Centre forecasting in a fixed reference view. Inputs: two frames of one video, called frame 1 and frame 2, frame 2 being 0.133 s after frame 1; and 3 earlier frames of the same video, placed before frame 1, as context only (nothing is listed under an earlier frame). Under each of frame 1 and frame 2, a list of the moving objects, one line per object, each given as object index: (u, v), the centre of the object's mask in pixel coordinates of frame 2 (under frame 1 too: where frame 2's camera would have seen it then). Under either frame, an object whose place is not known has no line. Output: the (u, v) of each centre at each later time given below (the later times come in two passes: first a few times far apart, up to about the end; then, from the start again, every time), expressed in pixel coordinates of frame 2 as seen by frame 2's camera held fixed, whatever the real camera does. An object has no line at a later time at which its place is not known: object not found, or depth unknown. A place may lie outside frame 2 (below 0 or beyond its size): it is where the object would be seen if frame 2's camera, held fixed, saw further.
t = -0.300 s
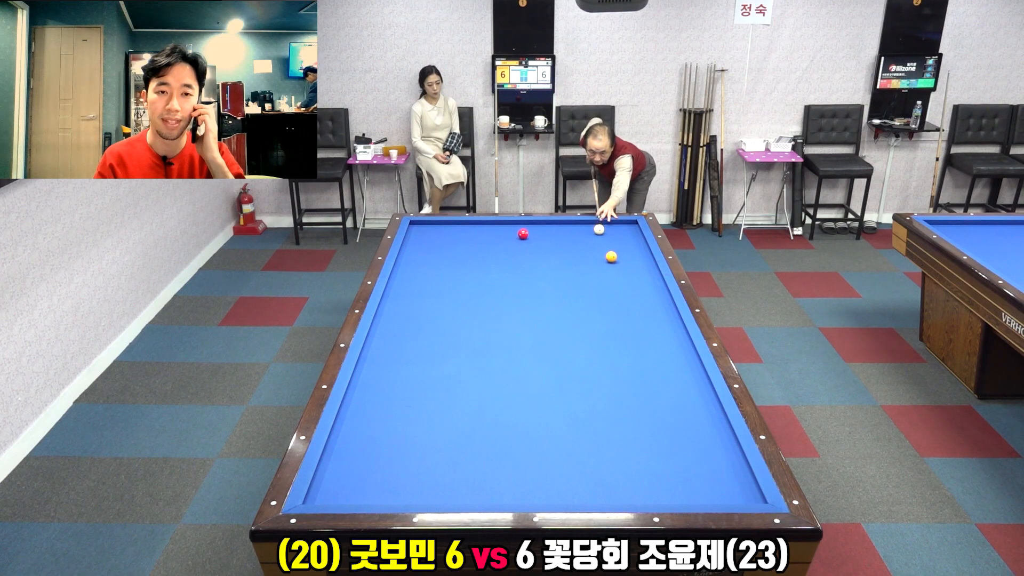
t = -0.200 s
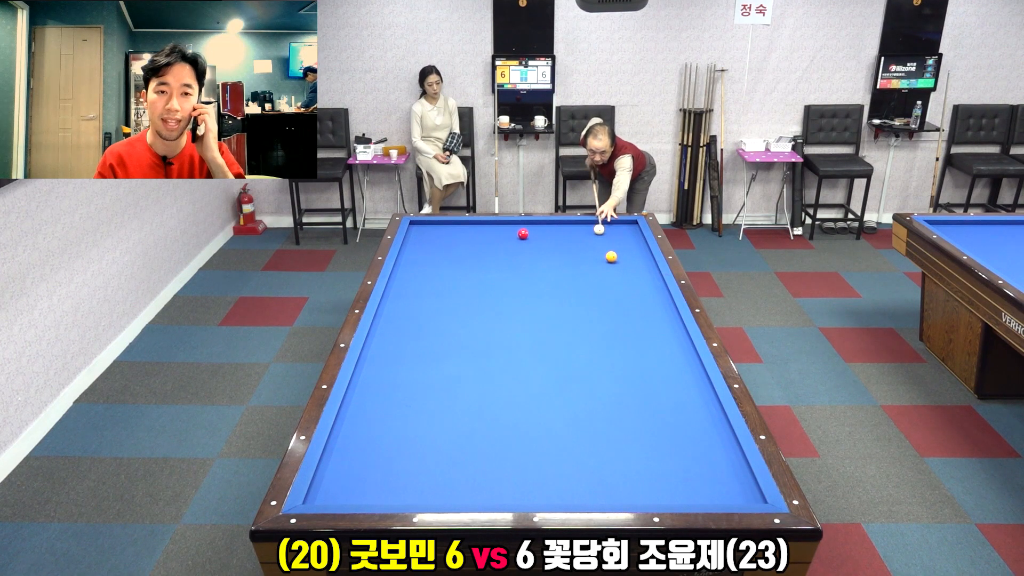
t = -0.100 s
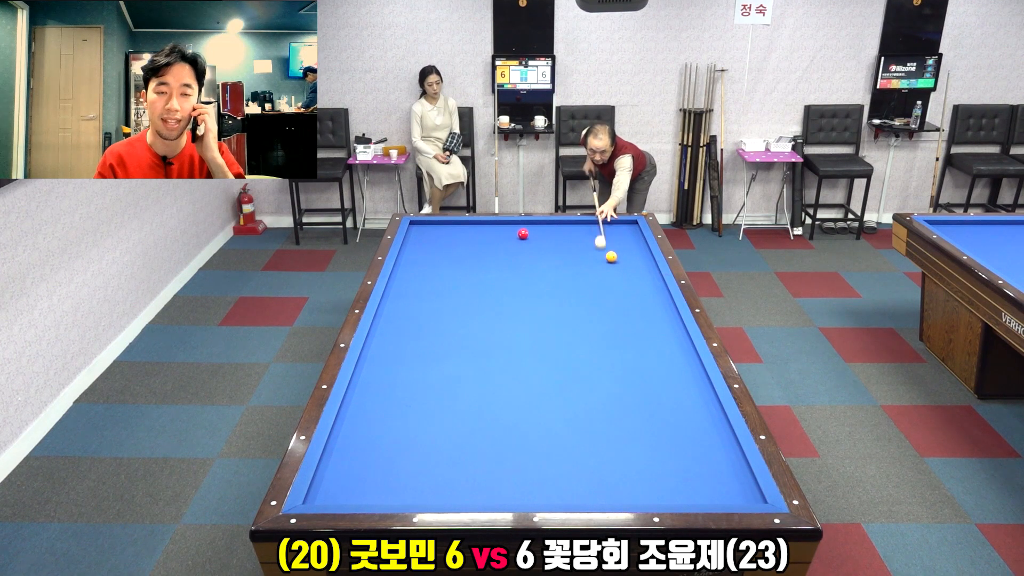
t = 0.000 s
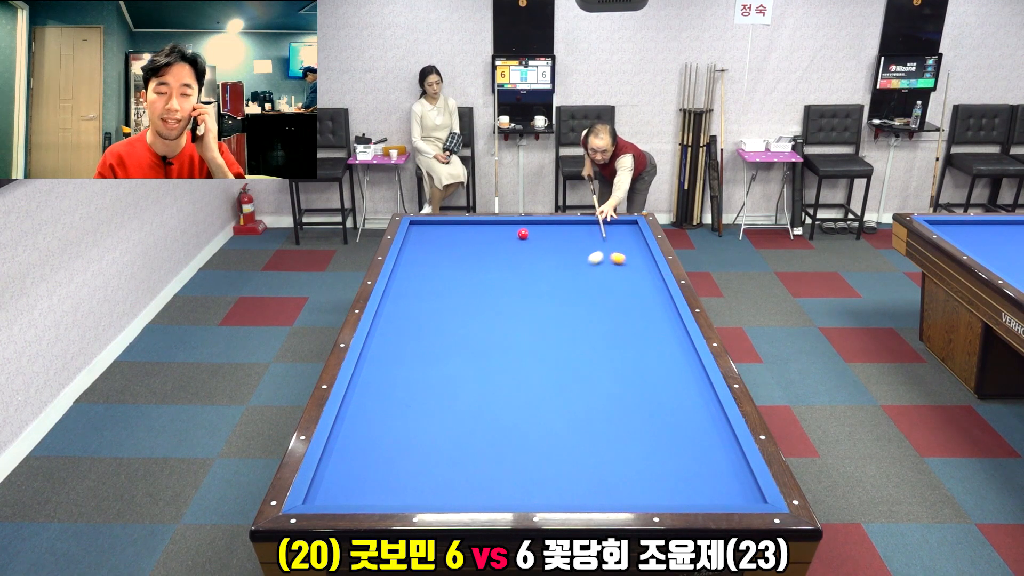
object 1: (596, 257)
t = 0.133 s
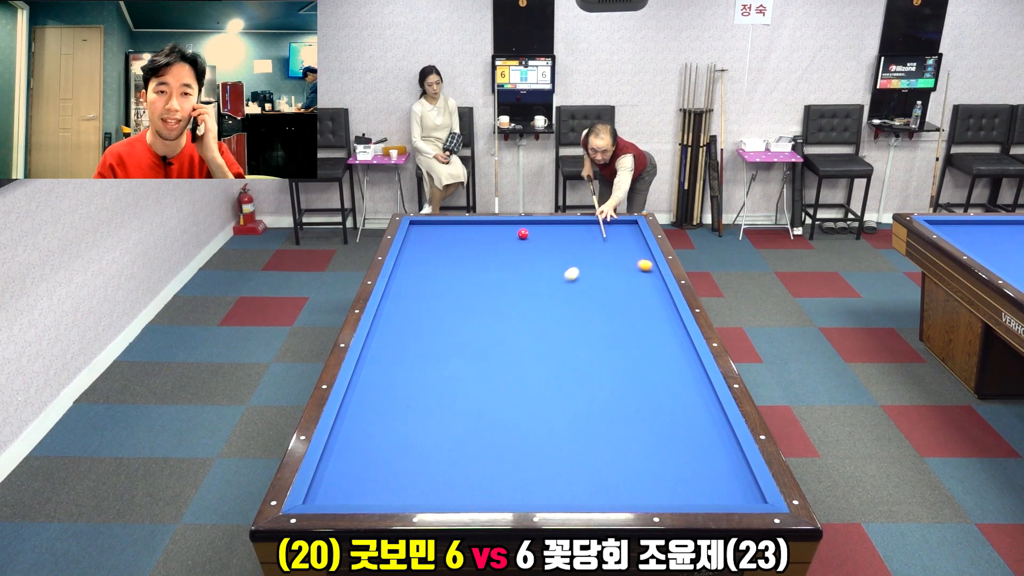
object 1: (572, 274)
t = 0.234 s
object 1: (555, 288)
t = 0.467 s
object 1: (511, 324)
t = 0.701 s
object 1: (456, 368)
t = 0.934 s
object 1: (388, 425)
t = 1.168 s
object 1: (326, 495)
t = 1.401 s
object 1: (408, 449)
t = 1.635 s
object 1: (468, 413)
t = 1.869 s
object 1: (519, 383)
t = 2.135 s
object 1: (570, 354)
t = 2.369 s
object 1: (609, 332)
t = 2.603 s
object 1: (643, 312)
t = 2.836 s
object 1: (659, 294)
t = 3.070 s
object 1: (632, 280)
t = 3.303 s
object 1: (609, 267)
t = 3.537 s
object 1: (587, 255)
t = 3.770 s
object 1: (567, 244)
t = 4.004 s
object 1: (549, 234)
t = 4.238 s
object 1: (532, 224)
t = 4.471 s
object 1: (514, 226)
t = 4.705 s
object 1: (496, 231)
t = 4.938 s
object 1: (478, 236)
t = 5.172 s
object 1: (459, 242)
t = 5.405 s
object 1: (440, 247)
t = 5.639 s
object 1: (420, 253)
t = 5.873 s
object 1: (402, 259)
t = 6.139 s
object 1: (412, 265)
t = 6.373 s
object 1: (421, 270)
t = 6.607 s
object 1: (430, 275)
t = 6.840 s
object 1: (439, 281)
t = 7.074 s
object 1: (448, 286)
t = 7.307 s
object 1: (458, 292)
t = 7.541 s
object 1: (467, 297)
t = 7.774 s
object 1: (476, 303)
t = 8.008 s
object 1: (486, 308)
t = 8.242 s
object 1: (495, 314)
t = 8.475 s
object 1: (504, 319)
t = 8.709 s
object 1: (514, 325)
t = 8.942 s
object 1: (523, 331)
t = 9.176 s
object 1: (532, 336)
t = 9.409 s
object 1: (542, 342)
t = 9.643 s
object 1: (551, 347)
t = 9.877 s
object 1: (560, 353)
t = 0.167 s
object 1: (566, 278)
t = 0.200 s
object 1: (561, 283)
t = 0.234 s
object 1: (555, 288)
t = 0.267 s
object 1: (549, 292)
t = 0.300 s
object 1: (543, 297)
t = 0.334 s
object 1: (537, 302)
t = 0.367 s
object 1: (531, 308)
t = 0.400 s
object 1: (524, 313)
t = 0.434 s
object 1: (518, 318)
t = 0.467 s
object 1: (511, 324)
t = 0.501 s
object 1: (504, 330)
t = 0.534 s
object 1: (496, 336)
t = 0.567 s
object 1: (489, 342)
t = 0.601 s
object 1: (481, 348)
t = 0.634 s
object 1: (473, 355)
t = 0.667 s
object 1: (465, 362)
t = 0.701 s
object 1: (456, 368)
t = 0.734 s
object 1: (447, 376)
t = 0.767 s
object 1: (438, 383)
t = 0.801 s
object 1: (429, 391)
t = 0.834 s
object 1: (419, 399)
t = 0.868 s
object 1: (409, 407)
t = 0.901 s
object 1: (399, 416)
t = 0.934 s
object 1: (388, 425)
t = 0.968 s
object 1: (376, 434)
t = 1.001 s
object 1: (364, 444)
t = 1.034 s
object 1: (352, 454)
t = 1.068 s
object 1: (339, 464)
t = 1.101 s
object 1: (326, 475)
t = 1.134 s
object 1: (322, 486)
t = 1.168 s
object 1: (326, 495)
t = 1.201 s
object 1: (339, 492)
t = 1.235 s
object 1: (352, 484)
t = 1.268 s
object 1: (365, 476)
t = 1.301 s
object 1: (377, 467)
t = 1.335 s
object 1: (388, 460)
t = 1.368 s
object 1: (399, 454)
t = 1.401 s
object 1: (408, 449)
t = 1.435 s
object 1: (418, 443)
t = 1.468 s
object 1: (427, 437)
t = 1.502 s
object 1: (436, 432)
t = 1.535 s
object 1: (444, 428)
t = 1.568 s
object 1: (452, 423)
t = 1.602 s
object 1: (460, 418)
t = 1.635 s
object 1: (468, 413)
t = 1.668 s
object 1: (476, 409)
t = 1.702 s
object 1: (483, 404)
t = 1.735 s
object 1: (491, 400)
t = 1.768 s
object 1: (498, 396)
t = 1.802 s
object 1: (505, 391)
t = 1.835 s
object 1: (512, 387)
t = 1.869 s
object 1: (519, 383)
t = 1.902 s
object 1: (526, 379)
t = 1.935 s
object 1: (533, 376)
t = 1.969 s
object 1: (539, 372)
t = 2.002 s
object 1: (546, 368)
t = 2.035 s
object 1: (552, 365)
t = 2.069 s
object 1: (558, 361)
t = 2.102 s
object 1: (564, 357)
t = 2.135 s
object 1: (570, 354)
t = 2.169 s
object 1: (576, 351)
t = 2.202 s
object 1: (582, 347)
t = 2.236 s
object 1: (587, 344)
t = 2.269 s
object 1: (593, 341)
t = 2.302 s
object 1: (598, 338)
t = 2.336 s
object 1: (604, 335)
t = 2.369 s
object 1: (609, 332)
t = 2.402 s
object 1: (614, 329)
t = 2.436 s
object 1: (619, 326)
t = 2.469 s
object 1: (624, 323)
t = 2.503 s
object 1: (629, 320)
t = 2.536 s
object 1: (634, 317)
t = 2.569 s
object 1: (638, 315)
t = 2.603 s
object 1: (643, 312)
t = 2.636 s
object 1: (648, 309)
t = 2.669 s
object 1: (652, 307)
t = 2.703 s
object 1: (657, 304)
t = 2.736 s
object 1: (661, 301)
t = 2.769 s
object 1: (665, 299)
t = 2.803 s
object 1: (664, 297)
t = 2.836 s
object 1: (659, 294)
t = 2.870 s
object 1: (655, 292)
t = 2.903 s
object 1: (651, 290)
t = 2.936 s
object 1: (647, 288)
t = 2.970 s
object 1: (643, 286)
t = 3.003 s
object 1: (640, 284)
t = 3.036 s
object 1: (636, 282)
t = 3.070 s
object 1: (632, 280)
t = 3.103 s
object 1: (629, 278)
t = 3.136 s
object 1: (625, 276)
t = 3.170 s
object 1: (622, 274)
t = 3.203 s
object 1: (618, 272)
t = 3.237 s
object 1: (615, 270)
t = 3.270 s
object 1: (612, 268)
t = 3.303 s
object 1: (609, 267)
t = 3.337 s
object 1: (605, 265)
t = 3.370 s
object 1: (602, 263)
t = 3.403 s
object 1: (599, 261)
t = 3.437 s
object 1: (596, 260)
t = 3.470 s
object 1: (593, 258)
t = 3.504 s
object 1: (590, 256)
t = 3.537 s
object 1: (587, 255)
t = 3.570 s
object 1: (584, 253)
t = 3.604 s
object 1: (581, 251)
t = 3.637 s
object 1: (578, 250)
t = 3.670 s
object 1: (575, 248)
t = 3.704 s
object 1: (573, 247)
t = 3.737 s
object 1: (570, 245)
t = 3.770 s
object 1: (567, 244)
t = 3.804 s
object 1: (565, 242)
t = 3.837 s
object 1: (562, 241)
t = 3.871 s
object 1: (559, 239)
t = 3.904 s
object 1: (557, 238)
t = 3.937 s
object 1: (554, 236)
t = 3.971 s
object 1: (552, 235)
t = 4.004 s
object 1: (549, 234)
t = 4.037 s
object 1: (546, 232)
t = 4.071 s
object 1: (544, 231)
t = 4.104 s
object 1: (542, 230)
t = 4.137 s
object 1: (539, 228)
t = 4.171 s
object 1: (537, 227)
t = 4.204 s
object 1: (535, 226)
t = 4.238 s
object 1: (532, 224)
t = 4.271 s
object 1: (530, 223)
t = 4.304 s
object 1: (527, 222)
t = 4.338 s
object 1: (525, 222)
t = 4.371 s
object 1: (522, 223)
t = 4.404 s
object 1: (520, 224)
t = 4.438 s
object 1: (517, 225)
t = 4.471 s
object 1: (514, 226)
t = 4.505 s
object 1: (512, 226)
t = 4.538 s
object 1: (509, 227)
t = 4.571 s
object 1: (507, 228)
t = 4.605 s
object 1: (504, 229)
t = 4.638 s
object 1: (502, 229)
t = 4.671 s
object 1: (499, 230)
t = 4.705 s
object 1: (496, 231)
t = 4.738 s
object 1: (494, 232)
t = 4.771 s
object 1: (491, 232)
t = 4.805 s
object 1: (488, 233)
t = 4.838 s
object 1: (486, 234)
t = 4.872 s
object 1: (483, 235)
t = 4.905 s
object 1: (480, 236)
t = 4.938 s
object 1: (478, 236)
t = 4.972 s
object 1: (475, 237)
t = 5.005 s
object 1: (472, 238)
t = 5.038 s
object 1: (470, 239)
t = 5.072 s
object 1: (467, 239)
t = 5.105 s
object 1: (464, 240)
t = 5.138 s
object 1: (462, 241)
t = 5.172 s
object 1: (459, 242)
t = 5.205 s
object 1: (456, 242)
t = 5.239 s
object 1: (453, 243)
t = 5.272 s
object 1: (451, 244)
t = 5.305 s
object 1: (448, 245)
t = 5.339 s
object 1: (445, 246)
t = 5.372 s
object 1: (442, 246)
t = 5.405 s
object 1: (440, 247)
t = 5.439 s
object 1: (437, 248)
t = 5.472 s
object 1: (434, 249)
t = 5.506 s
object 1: (431, 249)
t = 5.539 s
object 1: (428, 250)
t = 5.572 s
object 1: (426, 251)
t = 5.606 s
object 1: (423, 252)
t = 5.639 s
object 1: (420, 253)
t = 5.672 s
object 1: (417, 254)
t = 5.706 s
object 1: (414, 254)
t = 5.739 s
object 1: (411, 255)
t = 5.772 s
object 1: (409, 256)
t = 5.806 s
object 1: (406, 257)
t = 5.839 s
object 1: (403, 258)
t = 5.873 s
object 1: (402, 259)
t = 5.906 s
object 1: (403, 259)
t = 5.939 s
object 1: (404, 260)
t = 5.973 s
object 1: (406, 261)
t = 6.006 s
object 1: (407, 262)
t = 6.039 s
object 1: (408, 262)
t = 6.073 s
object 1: (410, 263)
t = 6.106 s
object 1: (411, 264)
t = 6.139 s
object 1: (412, 265)
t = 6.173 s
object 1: (414, 265)
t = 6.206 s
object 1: (415, 266)
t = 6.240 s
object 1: (416, 267)
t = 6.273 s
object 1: (417, 268)
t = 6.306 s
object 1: (419, 268)
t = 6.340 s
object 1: (420, 269)
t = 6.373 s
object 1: (421, 270)
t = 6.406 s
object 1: (423, 271)
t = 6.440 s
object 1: (424, 271)
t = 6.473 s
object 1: (425, 272)
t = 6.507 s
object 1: (426, 273)
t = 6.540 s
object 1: (428, 274)
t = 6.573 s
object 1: (429, 275)
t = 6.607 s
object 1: (430, 275)
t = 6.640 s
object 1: (432, 276)
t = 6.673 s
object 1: (433, 277)
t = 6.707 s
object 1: (434, 278)
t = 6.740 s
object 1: (435, 279)
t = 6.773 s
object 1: (437, 279)
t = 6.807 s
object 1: (438, 280)
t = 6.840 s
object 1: (439, 281)
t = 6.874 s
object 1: (441, 282)
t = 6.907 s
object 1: (442, 283)
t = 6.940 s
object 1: (443, 283)
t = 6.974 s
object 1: (445, 284)
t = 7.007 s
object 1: (446, 285)
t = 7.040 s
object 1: (447, 286)
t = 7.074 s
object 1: (448, 286)
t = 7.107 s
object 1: (450, 287)
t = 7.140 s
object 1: (451, 288)
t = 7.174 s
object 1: (452, 289)
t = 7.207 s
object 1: (454, 289)
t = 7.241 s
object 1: (455, 290)
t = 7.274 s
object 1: (456, 291)
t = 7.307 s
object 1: (458, 292)
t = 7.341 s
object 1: (459, 293)
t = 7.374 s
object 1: (460, 293)
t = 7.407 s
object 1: (462, 294)
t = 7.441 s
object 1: (463, 295)
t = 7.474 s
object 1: (464, 296)
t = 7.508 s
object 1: (466, 297)
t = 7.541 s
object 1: (467, 297)
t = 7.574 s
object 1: (468, 298)
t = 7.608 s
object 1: (469, 299)
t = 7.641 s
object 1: (471, 300)
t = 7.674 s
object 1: (472, 301)
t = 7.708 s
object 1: (474, 301)
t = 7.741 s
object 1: (475, 302)
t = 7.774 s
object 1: (476, 303)
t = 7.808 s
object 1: (477, 304)
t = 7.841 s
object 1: (479, 305)
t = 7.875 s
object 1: (480, 305)
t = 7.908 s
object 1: (481, 306)
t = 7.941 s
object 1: (483, 307)
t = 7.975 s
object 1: (484, 308)
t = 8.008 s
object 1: (486, 308)
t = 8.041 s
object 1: (487, 309)
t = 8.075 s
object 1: (488, 310)
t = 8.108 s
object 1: (489, 311)
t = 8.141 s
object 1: (491, 312)
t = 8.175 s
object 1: (492, 312)
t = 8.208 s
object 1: (494, 313)
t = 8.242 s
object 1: (495, 314)
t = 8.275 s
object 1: (496, 315)
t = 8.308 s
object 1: (498, 316)
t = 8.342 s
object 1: (499, 317)
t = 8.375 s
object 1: (500, 317)
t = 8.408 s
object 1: (502, 318)
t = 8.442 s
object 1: (503, 319)
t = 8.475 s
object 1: (504, 319)
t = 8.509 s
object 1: (506, 320)
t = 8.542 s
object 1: (507, 321)
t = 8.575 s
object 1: (508, 322)
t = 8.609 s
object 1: (510, 323)
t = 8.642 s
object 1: (511, 324)
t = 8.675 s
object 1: (512, 324)
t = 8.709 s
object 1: (514, 325)
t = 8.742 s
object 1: (515, 326)
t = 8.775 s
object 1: (516, 327)
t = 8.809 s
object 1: (518, 328)
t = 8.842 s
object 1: (519, 328)
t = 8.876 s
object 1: (520, 329)
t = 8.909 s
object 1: (522, 330)
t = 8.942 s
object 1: (523, 331)
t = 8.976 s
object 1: (524, 332)
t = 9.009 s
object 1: (526, 332)
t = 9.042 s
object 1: (527, 333)
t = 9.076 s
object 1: (528, 334)
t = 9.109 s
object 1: (530, 335)
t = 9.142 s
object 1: (531, 336)
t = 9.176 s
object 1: (532, 336)
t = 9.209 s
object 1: (534, 337)
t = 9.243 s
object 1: (535, 338)
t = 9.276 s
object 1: (536, 339)
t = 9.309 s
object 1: (538, 339)
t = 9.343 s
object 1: (539, 340)
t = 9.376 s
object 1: (540, 341)
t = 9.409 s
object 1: (542, 342)
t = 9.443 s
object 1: (543, 343)
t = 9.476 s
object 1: (544, 343)
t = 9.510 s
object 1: (546, 344)
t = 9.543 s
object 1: (547, 345)
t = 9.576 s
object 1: (548, 346)
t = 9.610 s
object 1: (550, 347)
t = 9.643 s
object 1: (551, 347)
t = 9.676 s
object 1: (552, 348)
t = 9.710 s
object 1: (554, 349)
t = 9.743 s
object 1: (555, 350)
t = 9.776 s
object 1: (556, 350)
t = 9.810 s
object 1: (557, 351)
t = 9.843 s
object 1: (559, 352)
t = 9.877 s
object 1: (560, 353)
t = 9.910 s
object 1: (561, 354)
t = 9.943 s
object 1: (563, 354)
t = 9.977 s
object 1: (564, 355)
